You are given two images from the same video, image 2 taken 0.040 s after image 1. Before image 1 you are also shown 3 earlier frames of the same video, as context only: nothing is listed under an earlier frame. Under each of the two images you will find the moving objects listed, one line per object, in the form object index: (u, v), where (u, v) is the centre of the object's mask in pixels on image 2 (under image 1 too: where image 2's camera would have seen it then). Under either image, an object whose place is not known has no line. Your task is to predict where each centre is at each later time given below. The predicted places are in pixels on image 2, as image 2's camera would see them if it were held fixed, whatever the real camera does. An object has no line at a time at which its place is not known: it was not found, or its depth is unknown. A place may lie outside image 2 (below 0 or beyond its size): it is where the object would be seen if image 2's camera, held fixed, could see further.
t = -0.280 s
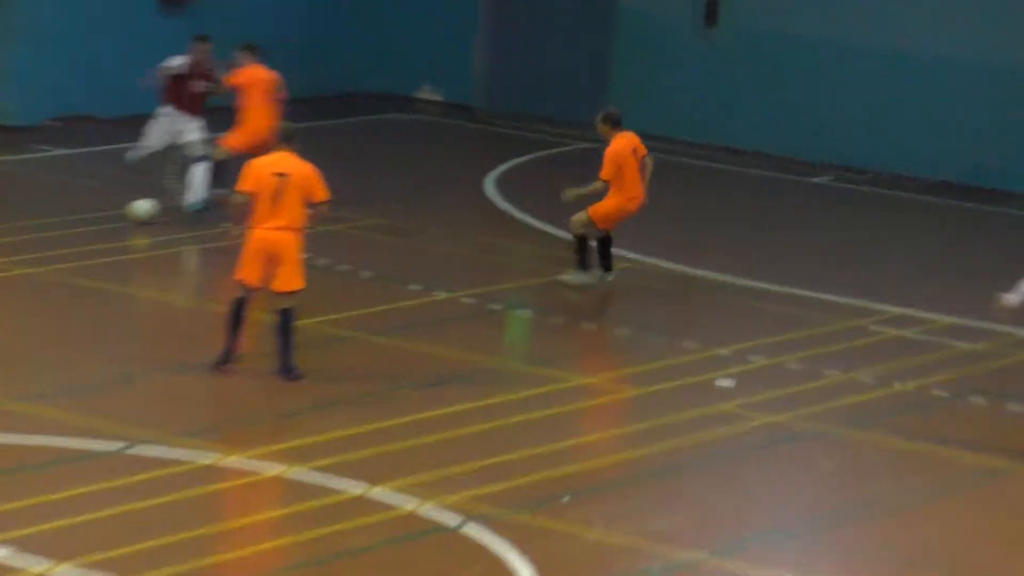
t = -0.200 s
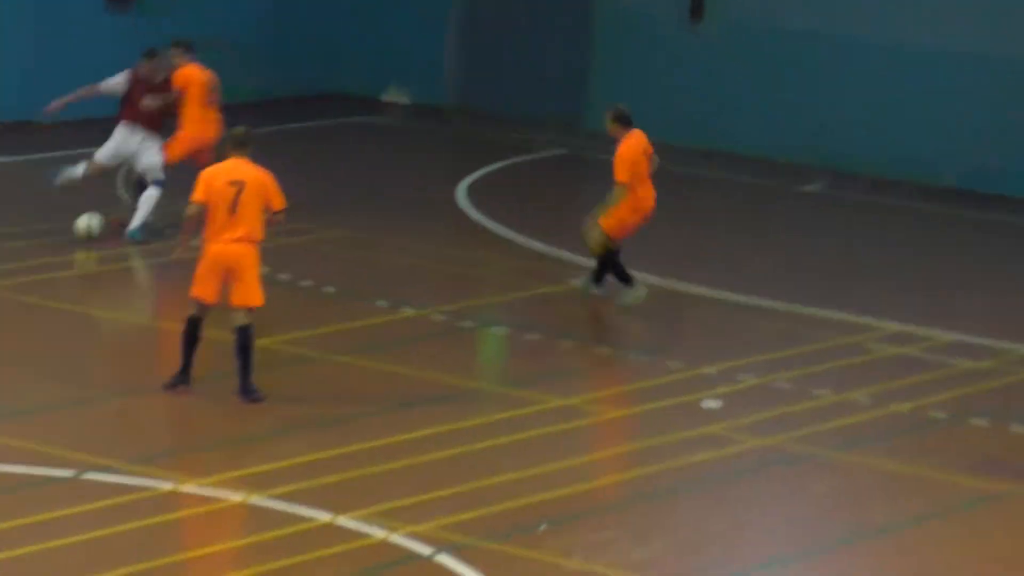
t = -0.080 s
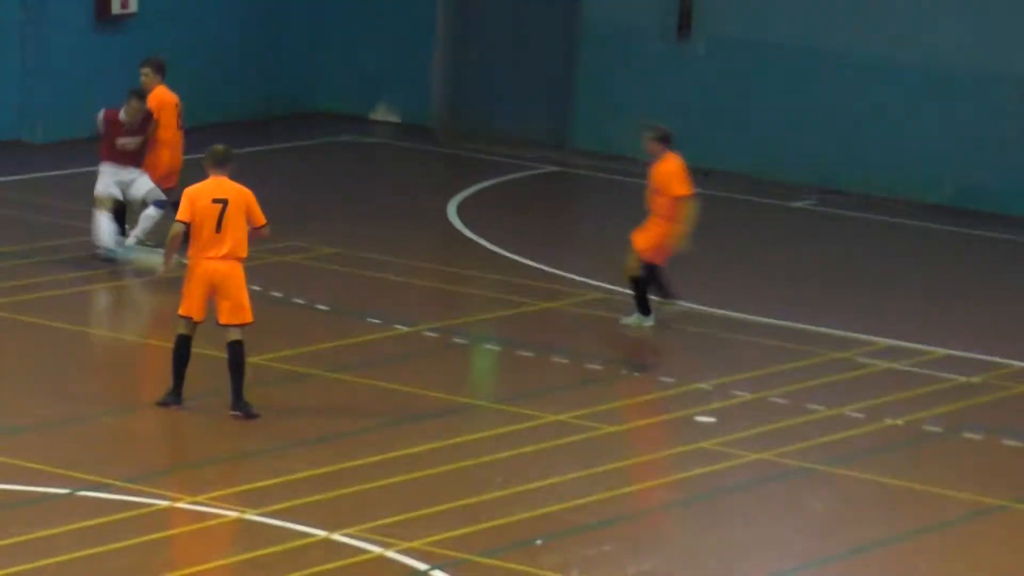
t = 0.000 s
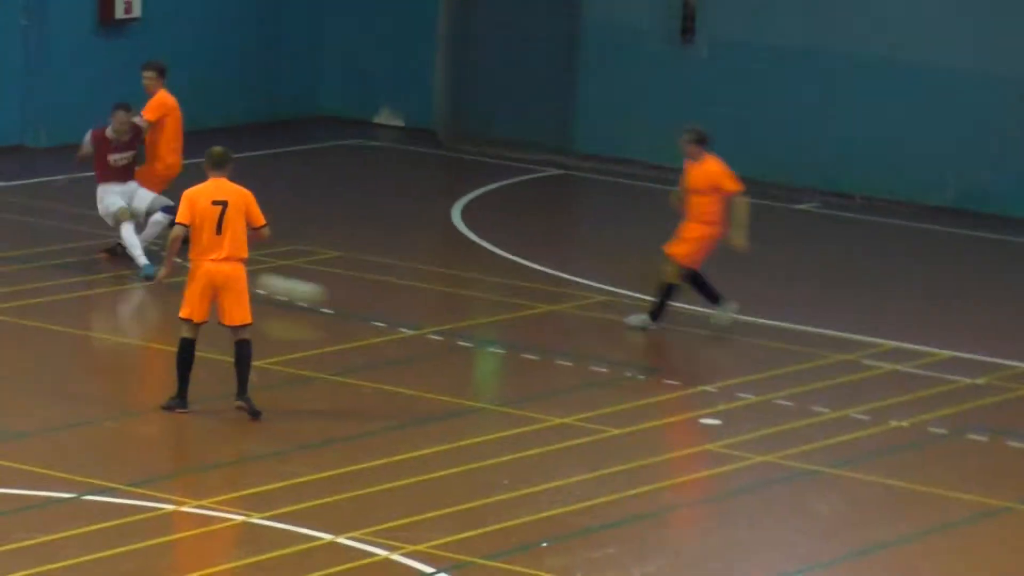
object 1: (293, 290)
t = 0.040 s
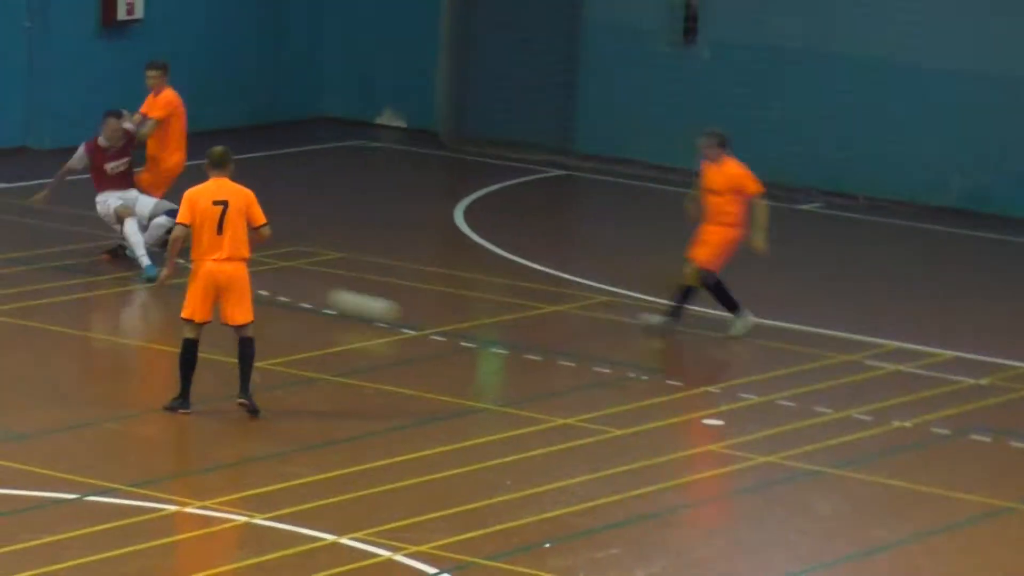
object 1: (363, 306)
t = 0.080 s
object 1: (430, 318)
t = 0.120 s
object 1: (504, 332)
